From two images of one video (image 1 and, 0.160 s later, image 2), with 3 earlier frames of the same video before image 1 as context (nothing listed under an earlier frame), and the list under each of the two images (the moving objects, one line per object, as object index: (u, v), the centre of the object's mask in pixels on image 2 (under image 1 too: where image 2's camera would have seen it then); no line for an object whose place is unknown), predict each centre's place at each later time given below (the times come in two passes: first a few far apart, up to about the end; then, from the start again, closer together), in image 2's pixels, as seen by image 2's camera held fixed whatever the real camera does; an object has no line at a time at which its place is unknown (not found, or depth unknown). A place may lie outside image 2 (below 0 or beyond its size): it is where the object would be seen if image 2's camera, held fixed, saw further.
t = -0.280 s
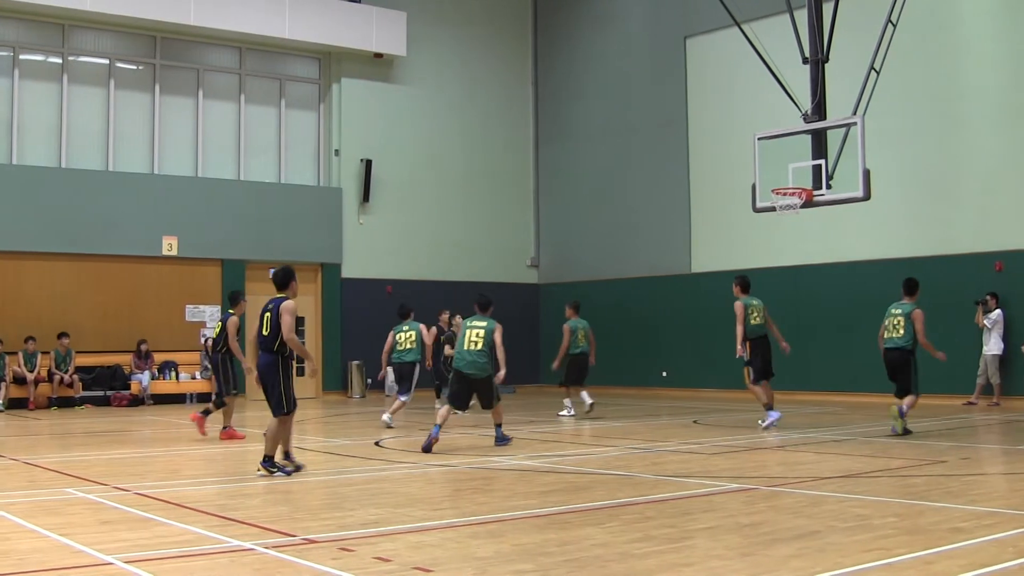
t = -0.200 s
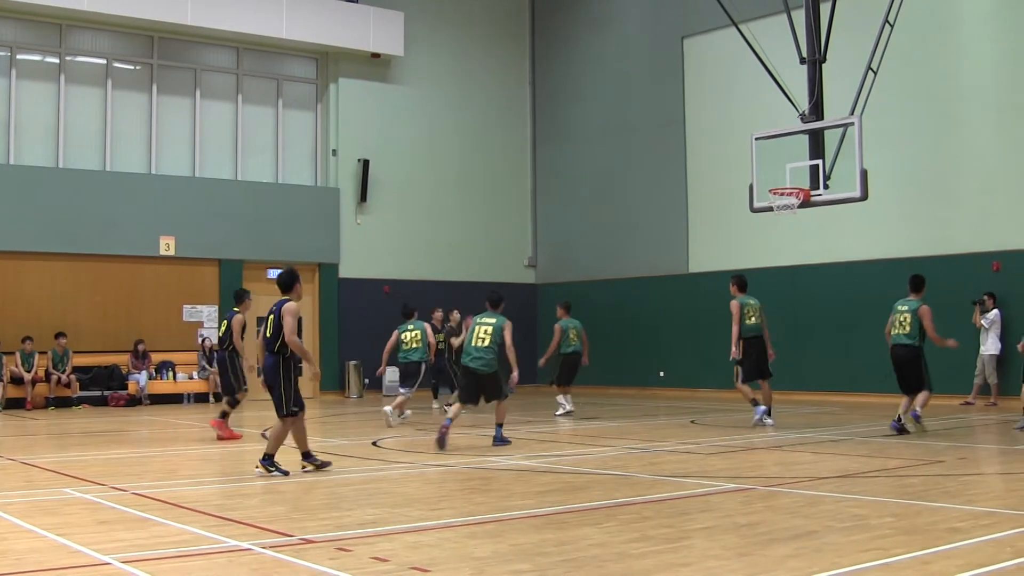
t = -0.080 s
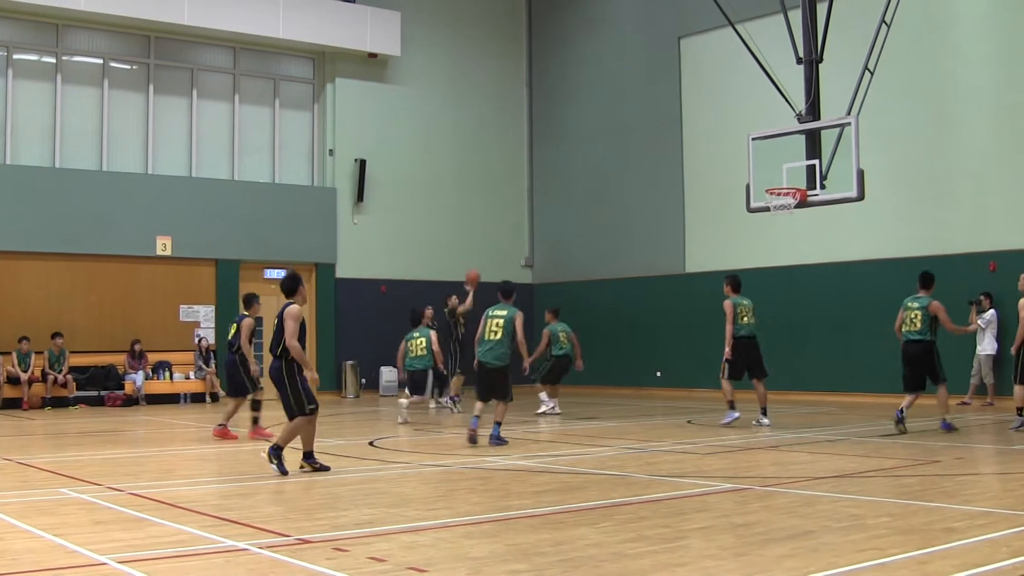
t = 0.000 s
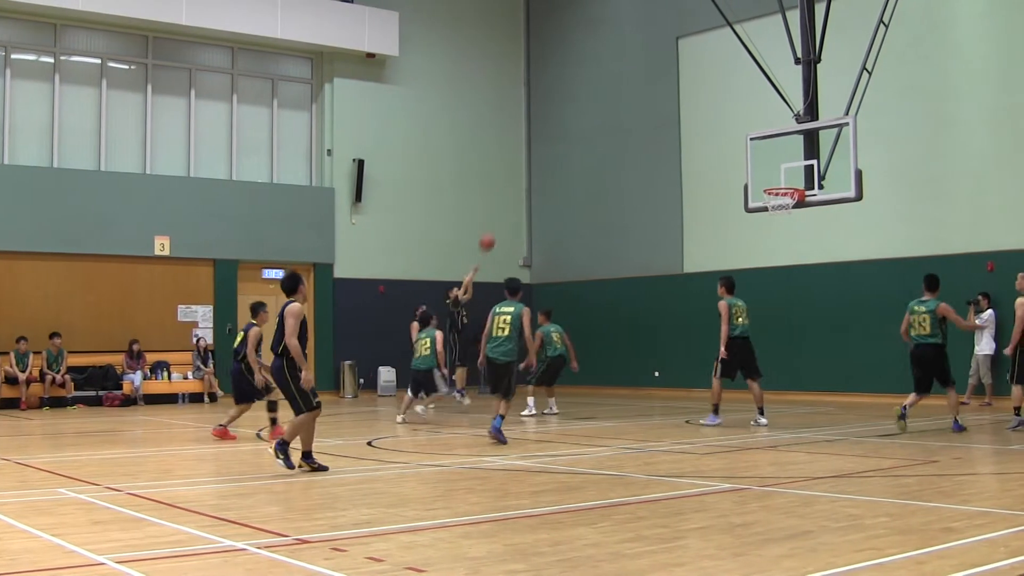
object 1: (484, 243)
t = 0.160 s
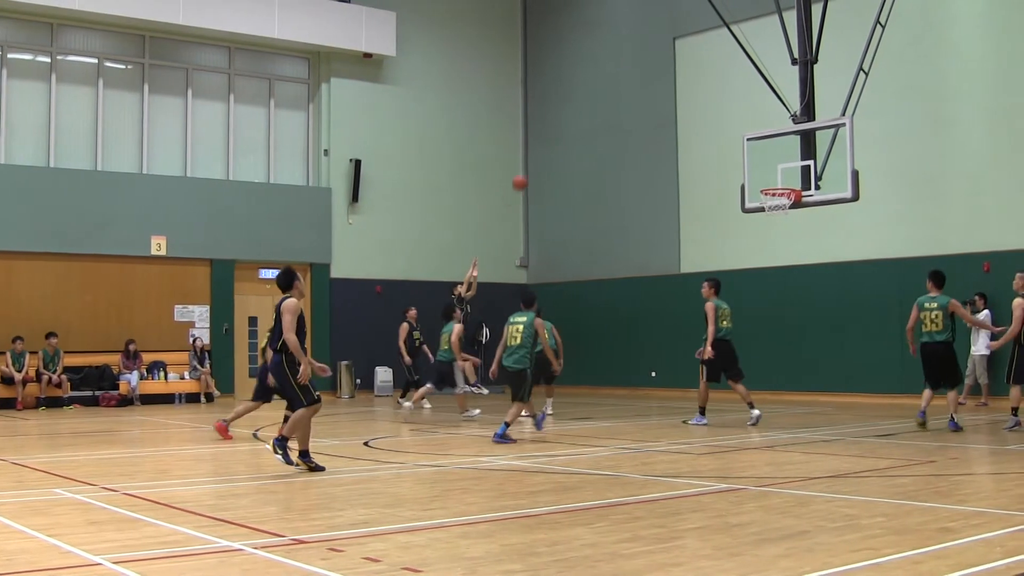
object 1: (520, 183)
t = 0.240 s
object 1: (538, 158)
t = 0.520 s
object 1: (602, 103)
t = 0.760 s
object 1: (660, 96)
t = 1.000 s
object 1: (722, 128)
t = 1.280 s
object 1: (781, 197)
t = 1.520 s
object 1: (763, 214)
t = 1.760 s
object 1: (760, 255)
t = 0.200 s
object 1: (528, 169)
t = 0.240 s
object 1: (538, 158)
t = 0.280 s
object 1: (547, 147)
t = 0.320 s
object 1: (556, 137)
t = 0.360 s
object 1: (565, 128)
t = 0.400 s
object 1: (574, 120)
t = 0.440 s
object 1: (583, 114)
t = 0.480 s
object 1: (593, 108)
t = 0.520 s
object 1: (602, 103)
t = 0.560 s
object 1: (611, 99)
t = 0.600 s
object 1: (621, 96)
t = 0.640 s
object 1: (631, 95)
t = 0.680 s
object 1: (641, 94)
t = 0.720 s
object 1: (650, 94)
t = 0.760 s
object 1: (660, 96)
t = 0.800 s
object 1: (671, 98)
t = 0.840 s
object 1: (681, 102)
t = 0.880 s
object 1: (691, 107)
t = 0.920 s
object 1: (701, 113)
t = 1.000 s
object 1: (722, 128)
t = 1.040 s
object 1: (733, 138)
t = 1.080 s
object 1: (744, 148)
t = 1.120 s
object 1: (754, 161)
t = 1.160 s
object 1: (766, 173)
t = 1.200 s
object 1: (775, 185)
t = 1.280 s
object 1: (781, 197)
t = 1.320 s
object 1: (777, 197)
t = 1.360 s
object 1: (773, 199)
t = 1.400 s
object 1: (768, 206)
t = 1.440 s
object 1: (764, 209)
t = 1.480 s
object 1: (763, 212)
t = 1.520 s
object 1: (763, 214)
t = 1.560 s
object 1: (762, 217)
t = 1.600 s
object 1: (762, 222)
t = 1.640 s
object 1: (761, 229)
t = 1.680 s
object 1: (761, 237)
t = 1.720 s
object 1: (760, 245)
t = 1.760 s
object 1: (760, 255)
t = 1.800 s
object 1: (759, 267)
